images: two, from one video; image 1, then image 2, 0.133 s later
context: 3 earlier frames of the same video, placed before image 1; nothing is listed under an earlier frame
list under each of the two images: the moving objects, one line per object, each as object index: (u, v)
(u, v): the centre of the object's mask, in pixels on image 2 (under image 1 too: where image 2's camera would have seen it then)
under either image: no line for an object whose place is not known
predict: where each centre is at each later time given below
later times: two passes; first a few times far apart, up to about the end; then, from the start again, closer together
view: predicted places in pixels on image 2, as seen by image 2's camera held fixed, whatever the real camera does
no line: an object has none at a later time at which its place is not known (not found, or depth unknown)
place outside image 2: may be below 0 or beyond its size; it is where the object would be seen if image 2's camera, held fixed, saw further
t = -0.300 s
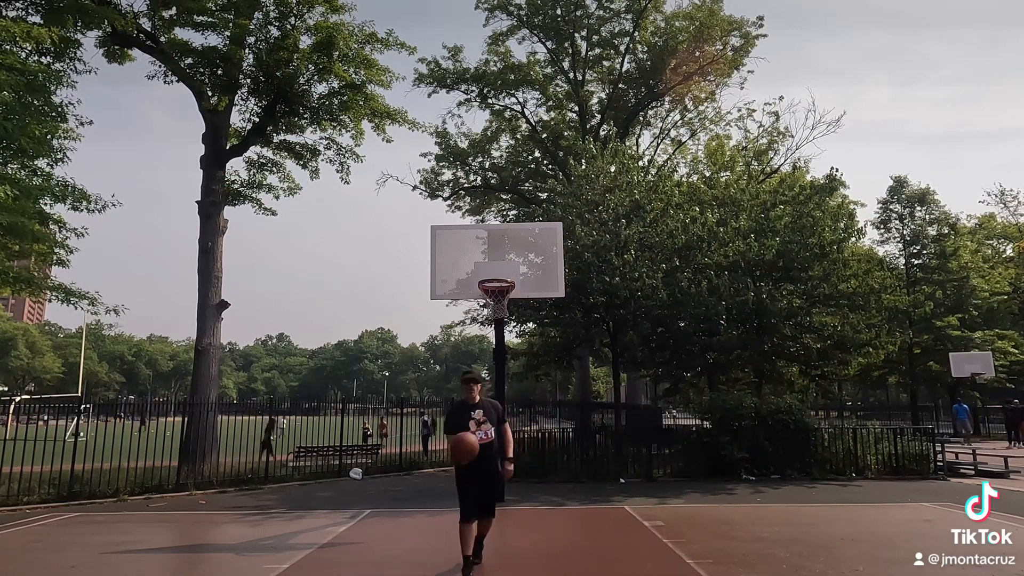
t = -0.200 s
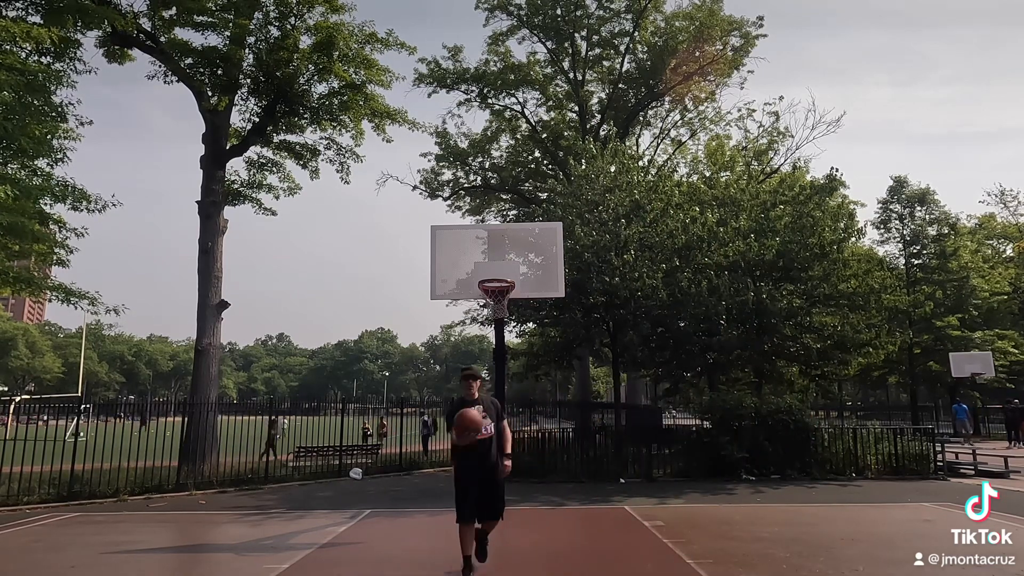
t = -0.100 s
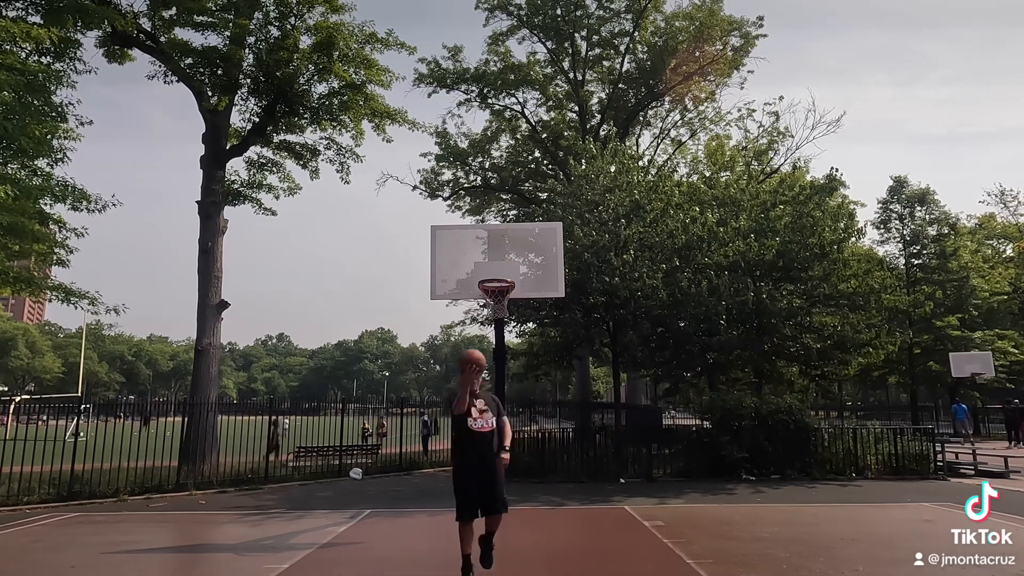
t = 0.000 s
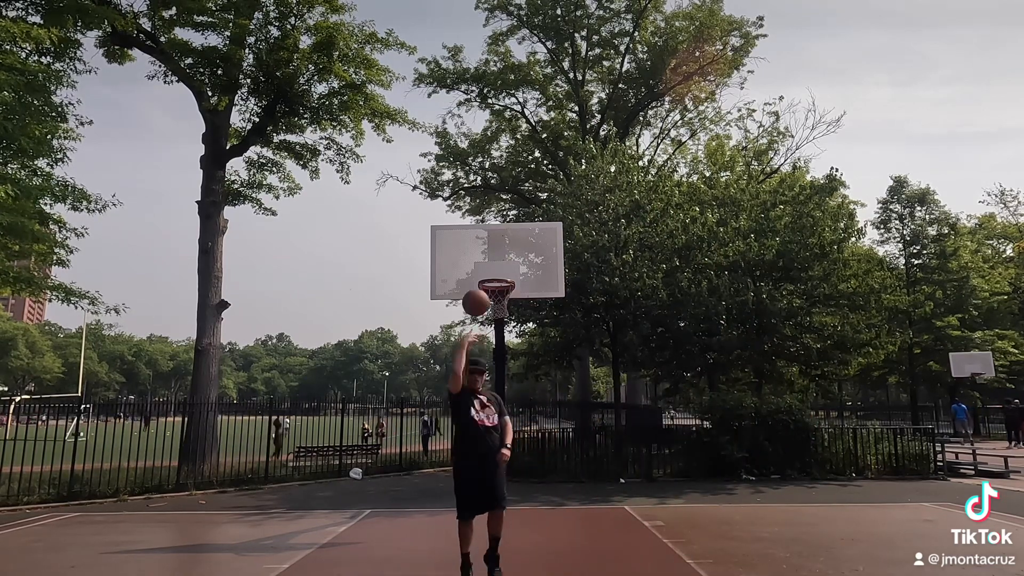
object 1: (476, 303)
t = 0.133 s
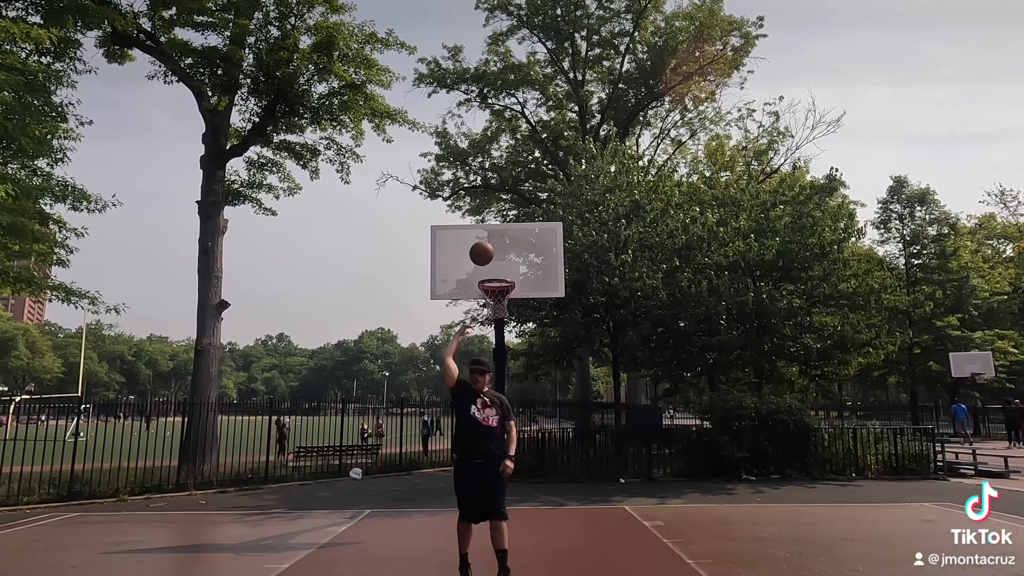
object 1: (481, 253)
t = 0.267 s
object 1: (485, 229)
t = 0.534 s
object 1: (492, 227)
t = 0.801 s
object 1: (499, 269)
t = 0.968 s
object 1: (495, 299)
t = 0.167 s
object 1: (483, 245)
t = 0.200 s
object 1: (484, 238)
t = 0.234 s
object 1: (485, 233)
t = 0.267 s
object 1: (485, 229)
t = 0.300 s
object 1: (487, 226)
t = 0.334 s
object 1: (488, 224)
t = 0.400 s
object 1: (489, 223)
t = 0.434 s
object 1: (490, 223)
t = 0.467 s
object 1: (491, 223)
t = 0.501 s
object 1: (491, 224)
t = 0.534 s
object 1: (492, 227)
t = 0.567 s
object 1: (494, 231)
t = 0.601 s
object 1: (494, 235)
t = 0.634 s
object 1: (495, 240)
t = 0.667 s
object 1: (496, 245)
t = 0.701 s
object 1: (497, 251)
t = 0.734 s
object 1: (498, 257)
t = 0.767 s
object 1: (498, 265)
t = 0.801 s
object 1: (499, 269)
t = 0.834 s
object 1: (498, 272)
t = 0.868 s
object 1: (498, 275)
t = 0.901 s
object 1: (497, 284)
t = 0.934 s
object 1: (496, 292)
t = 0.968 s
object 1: (495, 299)
